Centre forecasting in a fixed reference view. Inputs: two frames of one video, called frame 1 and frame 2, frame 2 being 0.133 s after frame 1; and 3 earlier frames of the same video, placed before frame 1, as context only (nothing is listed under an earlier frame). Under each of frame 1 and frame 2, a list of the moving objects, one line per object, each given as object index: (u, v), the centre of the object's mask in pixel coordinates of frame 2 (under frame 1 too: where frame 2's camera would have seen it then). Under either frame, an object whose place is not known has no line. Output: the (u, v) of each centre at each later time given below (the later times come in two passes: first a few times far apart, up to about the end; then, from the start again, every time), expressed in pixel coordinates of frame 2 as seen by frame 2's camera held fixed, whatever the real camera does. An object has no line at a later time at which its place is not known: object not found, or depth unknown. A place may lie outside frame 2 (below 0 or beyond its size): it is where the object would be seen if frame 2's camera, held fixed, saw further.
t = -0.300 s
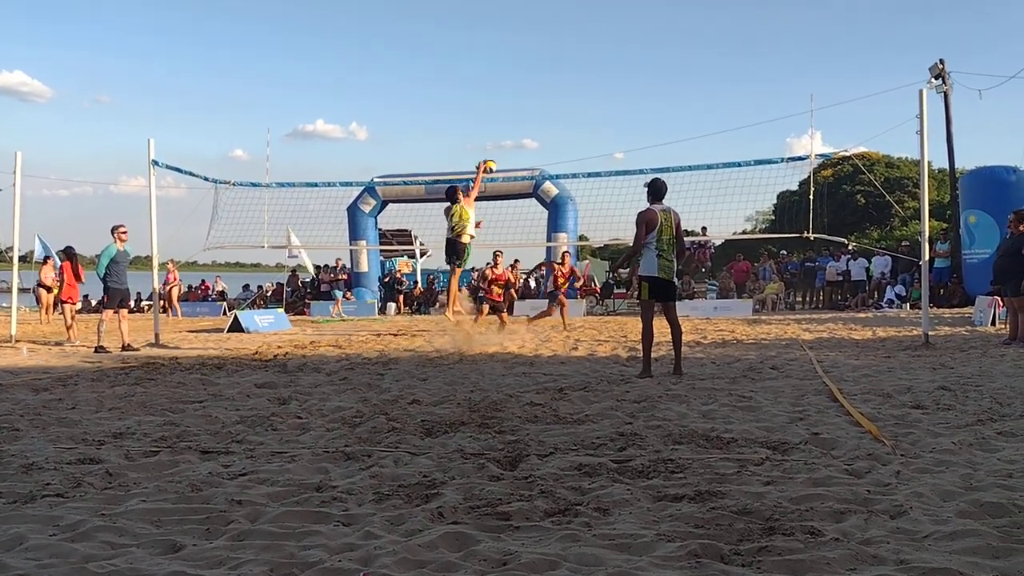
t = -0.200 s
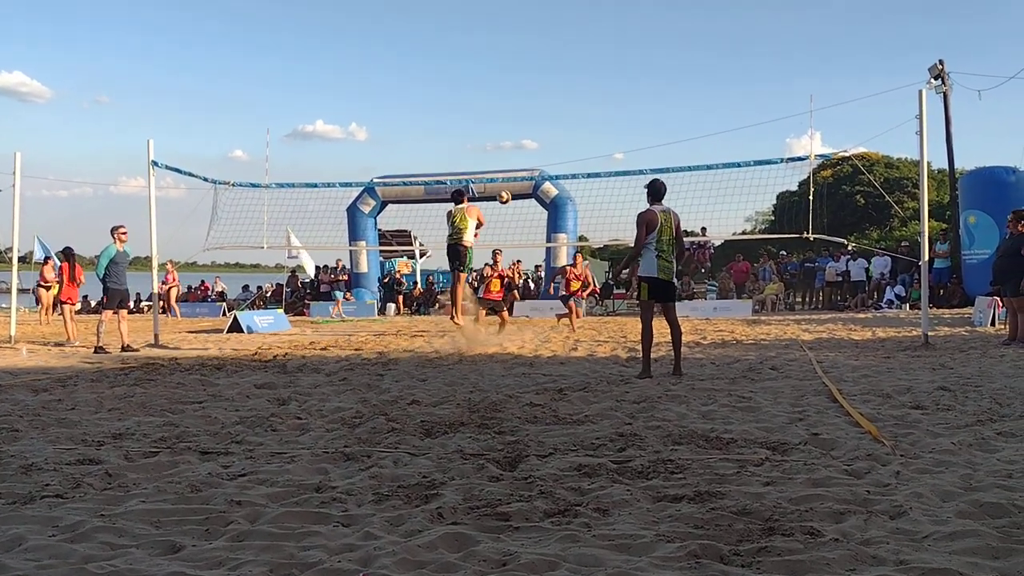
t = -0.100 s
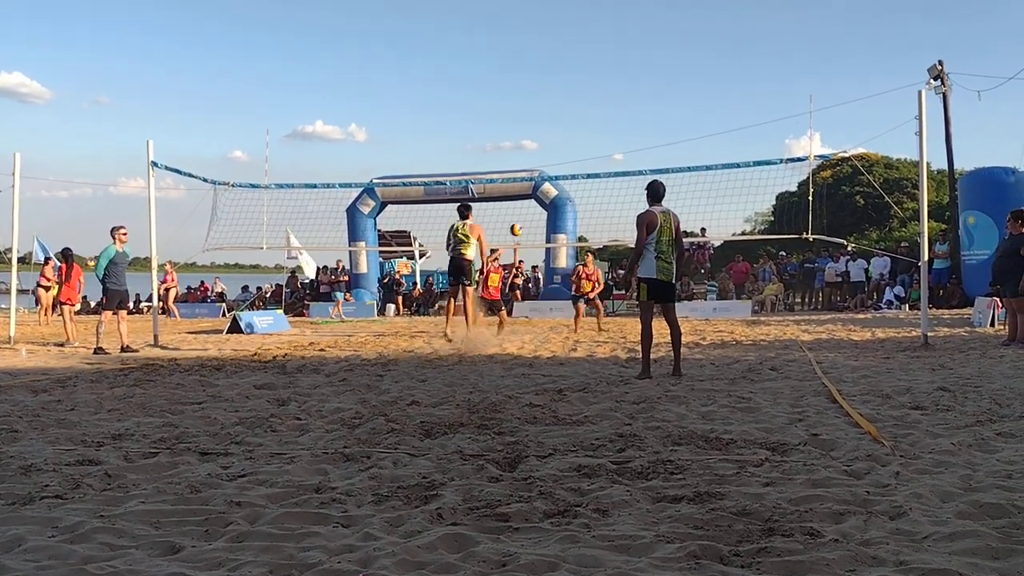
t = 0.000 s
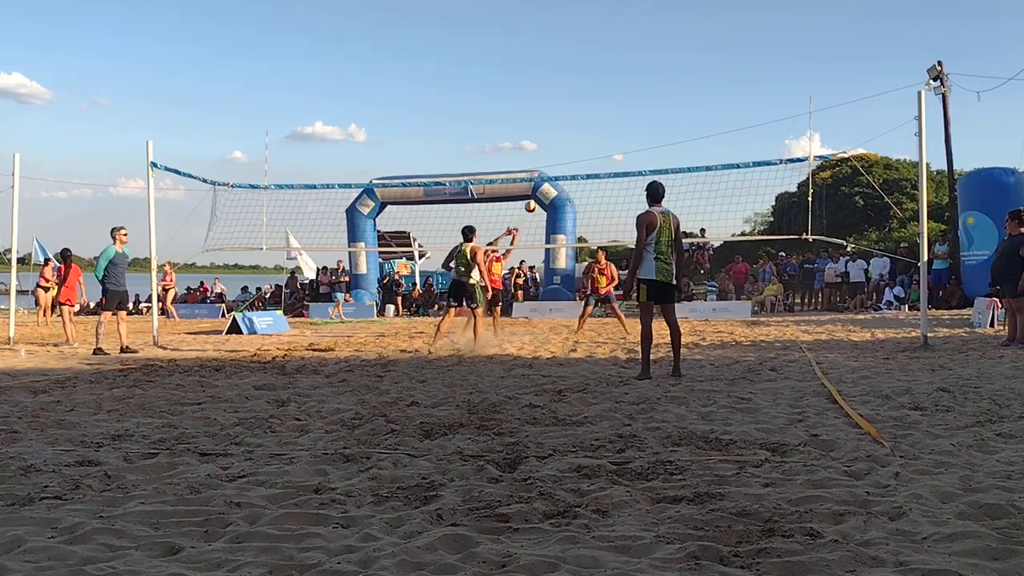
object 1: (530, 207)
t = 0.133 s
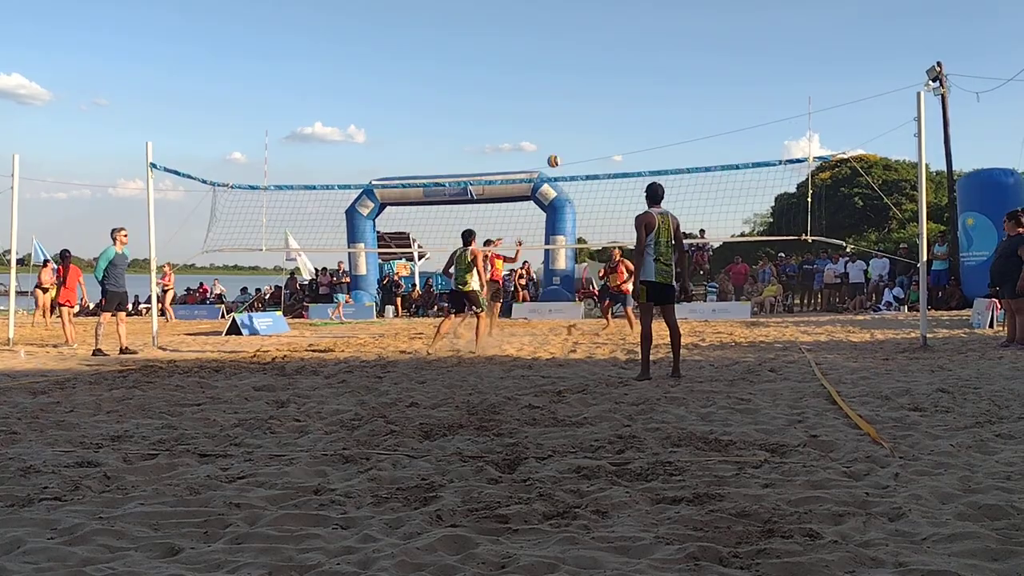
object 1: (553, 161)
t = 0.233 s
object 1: (570, 133)
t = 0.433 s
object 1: (605, 95)
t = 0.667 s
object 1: (644, 79)
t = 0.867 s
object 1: (677, 89)
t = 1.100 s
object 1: (715, 129)
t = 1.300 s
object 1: (746, 186)
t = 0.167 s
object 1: (559, 151)
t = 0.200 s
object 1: (565, 142)
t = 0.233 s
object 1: (570, 133)
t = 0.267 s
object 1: (576, 125)
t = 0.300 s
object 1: (582, 118)
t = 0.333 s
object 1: (588, 111)
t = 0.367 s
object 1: (593, 105)
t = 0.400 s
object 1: (599, 100)
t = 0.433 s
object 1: (605, 95)
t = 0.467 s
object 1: (610, 91)
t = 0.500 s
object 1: (616, 87)
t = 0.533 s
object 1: (622, 84)
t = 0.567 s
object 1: (628, 82)
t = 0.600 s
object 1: (633, 80)
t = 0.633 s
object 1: (639, 79)
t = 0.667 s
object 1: (644, 79)
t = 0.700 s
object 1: (650, 79)
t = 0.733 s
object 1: (655, 79)
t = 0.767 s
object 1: (661, 81)
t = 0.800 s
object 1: (666, 83)
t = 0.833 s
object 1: (672, 85)
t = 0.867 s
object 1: (677, 89)
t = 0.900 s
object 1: (683, 93)
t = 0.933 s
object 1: (689, 97)
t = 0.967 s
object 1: (694, 103)
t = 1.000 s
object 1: (699, 108)
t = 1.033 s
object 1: (704, 115)
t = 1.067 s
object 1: (710, 122)
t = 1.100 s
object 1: (715, 129)
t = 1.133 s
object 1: (721, 137)
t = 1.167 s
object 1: (726, 146)
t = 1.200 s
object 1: (730, 155)
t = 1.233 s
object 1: (736, 164)
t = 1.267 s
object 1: (741, 175)
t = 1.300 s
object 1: (746, 186)
